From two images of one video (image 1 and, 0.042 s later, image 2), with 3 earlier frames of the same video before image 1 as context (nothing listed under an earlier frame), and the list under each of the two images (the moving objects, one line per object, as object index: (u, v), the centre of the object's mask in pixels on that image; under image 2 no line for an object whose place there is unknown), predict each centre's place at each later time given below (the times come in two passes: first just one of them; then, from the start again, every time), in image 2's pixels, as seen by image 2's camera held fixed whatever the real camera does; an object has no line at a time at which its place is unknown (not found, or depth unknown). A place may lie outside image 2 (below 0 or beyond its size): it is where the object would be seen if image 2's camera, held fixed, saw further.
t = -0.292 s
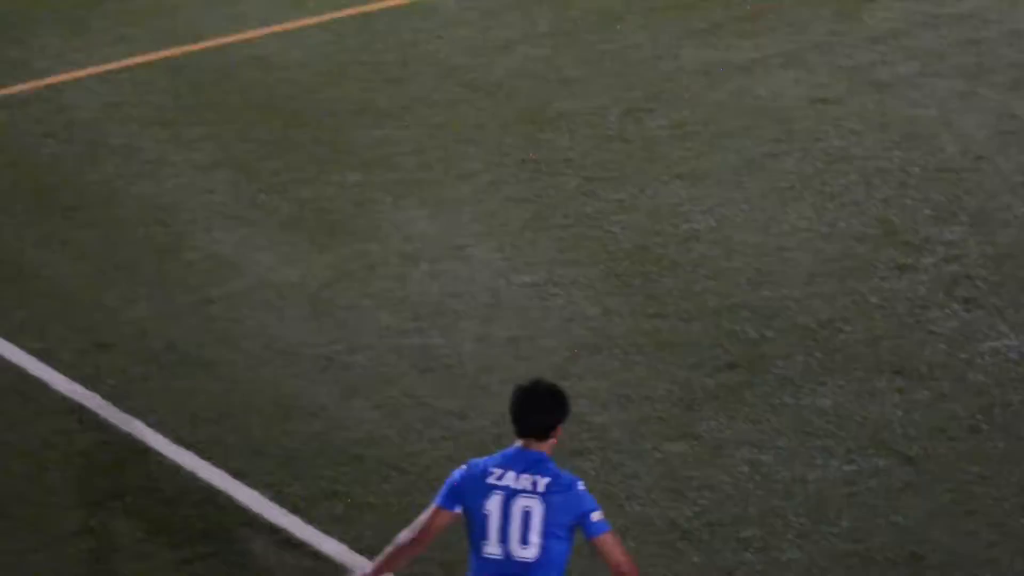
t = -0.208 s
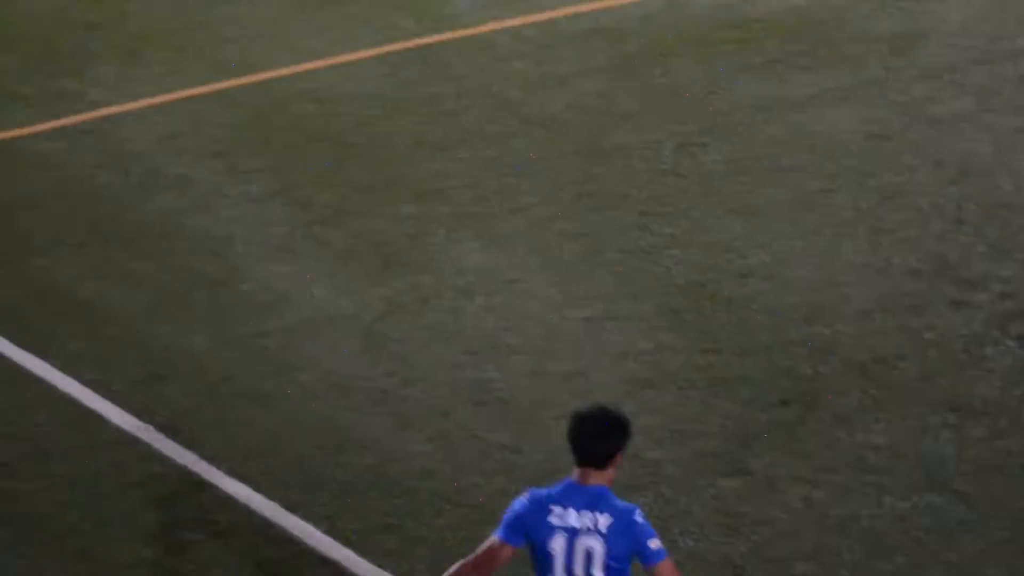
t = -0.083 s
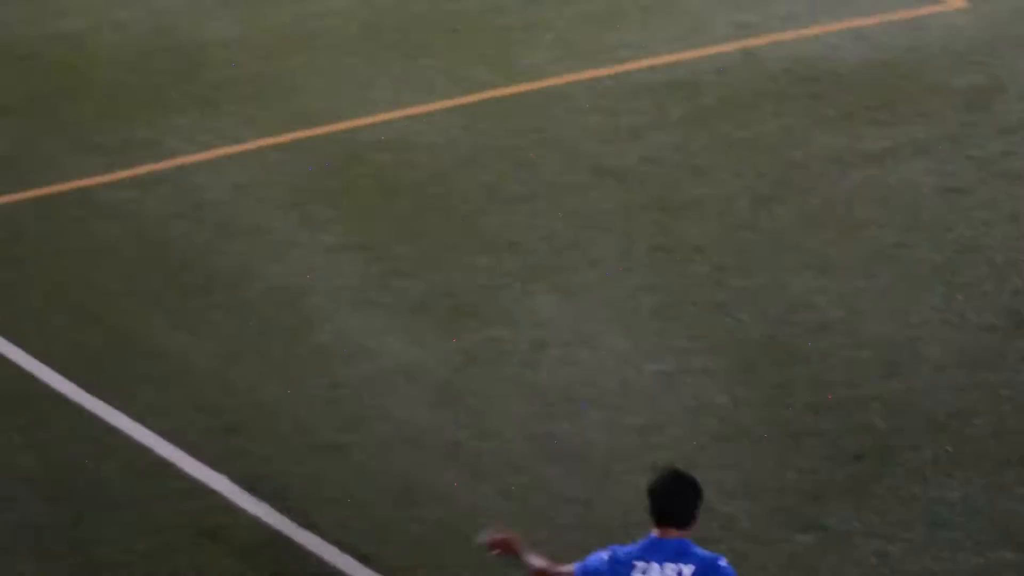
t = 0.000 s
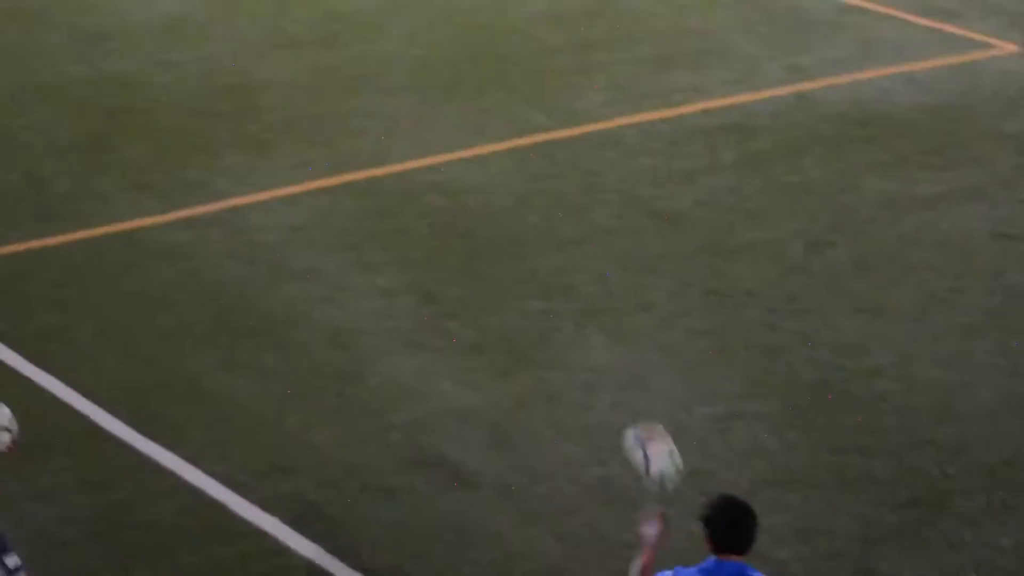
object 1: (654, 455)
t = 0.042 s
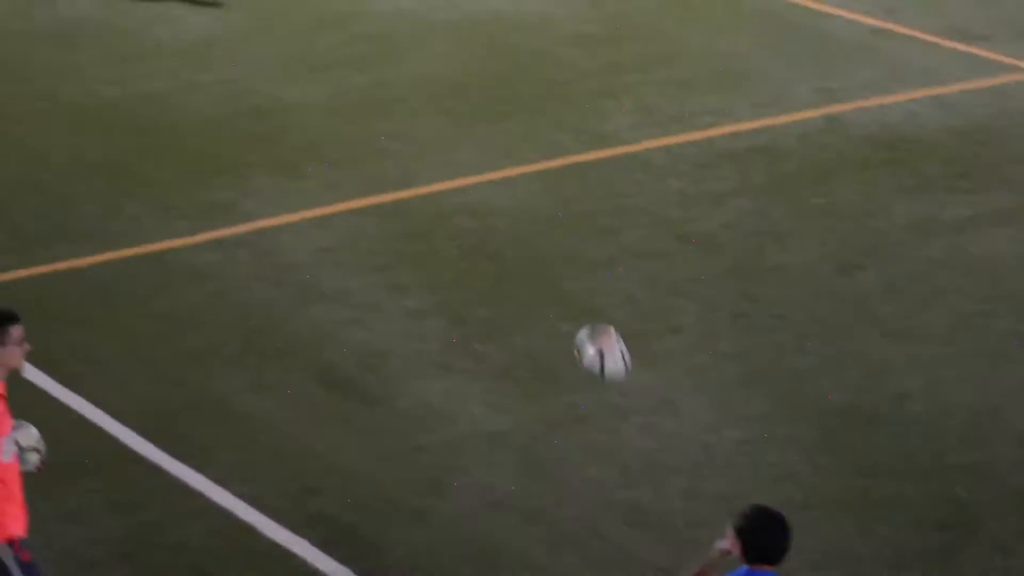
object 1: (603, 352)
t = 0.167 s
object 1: (401, 60)
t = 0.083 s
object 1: (529, 245)
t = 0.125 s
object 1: (463, 148)
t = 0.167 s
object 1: (401, 60)
